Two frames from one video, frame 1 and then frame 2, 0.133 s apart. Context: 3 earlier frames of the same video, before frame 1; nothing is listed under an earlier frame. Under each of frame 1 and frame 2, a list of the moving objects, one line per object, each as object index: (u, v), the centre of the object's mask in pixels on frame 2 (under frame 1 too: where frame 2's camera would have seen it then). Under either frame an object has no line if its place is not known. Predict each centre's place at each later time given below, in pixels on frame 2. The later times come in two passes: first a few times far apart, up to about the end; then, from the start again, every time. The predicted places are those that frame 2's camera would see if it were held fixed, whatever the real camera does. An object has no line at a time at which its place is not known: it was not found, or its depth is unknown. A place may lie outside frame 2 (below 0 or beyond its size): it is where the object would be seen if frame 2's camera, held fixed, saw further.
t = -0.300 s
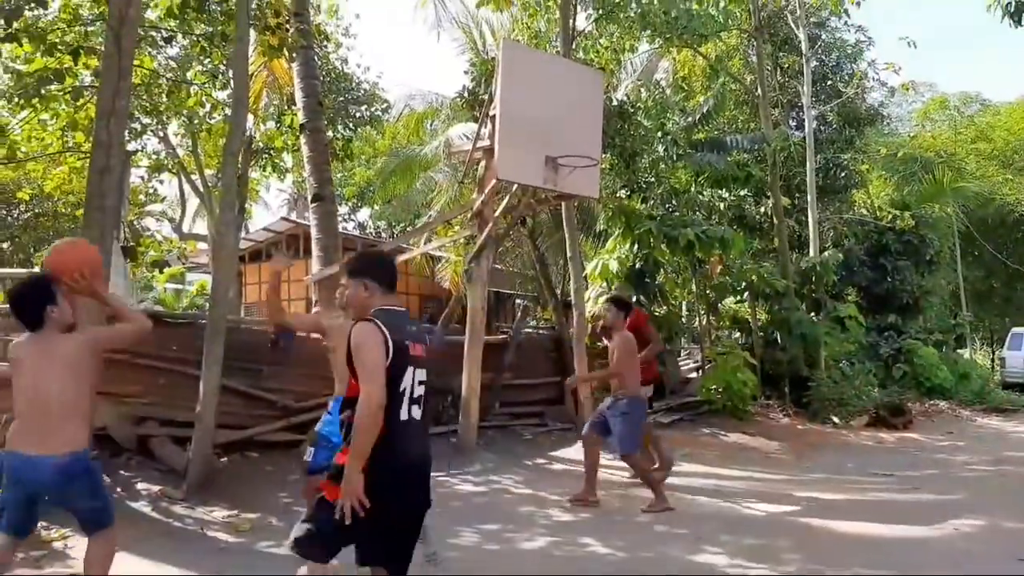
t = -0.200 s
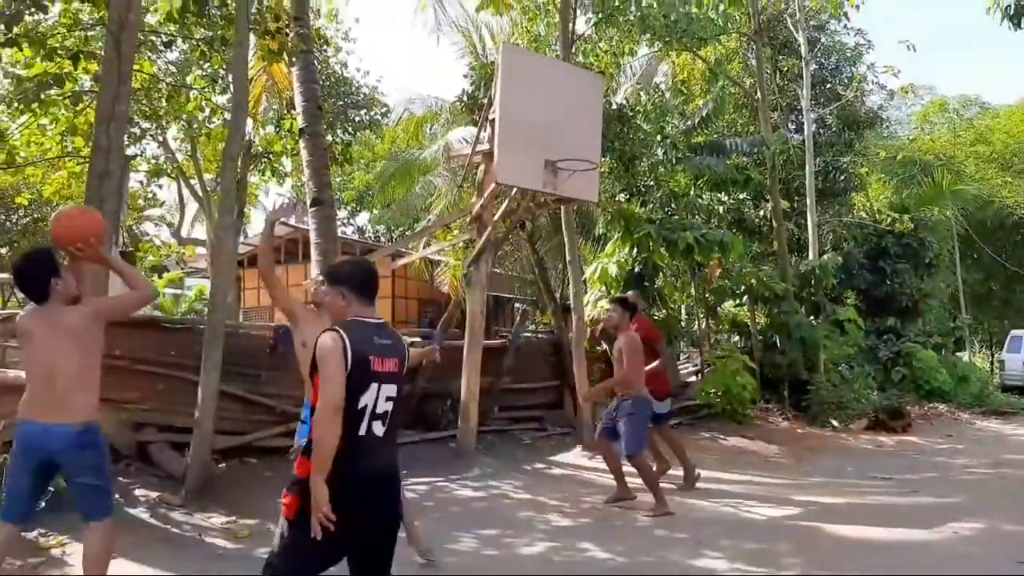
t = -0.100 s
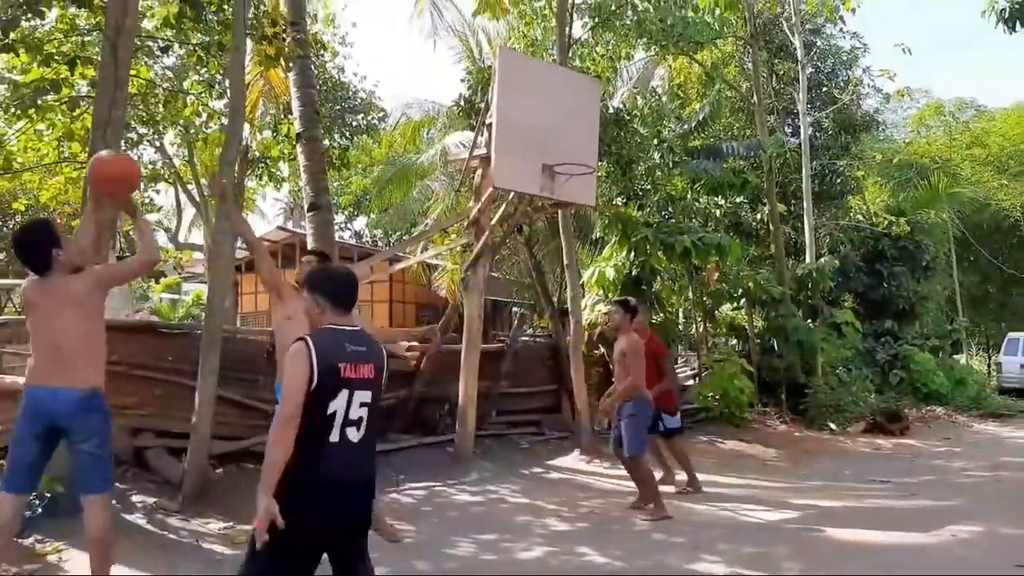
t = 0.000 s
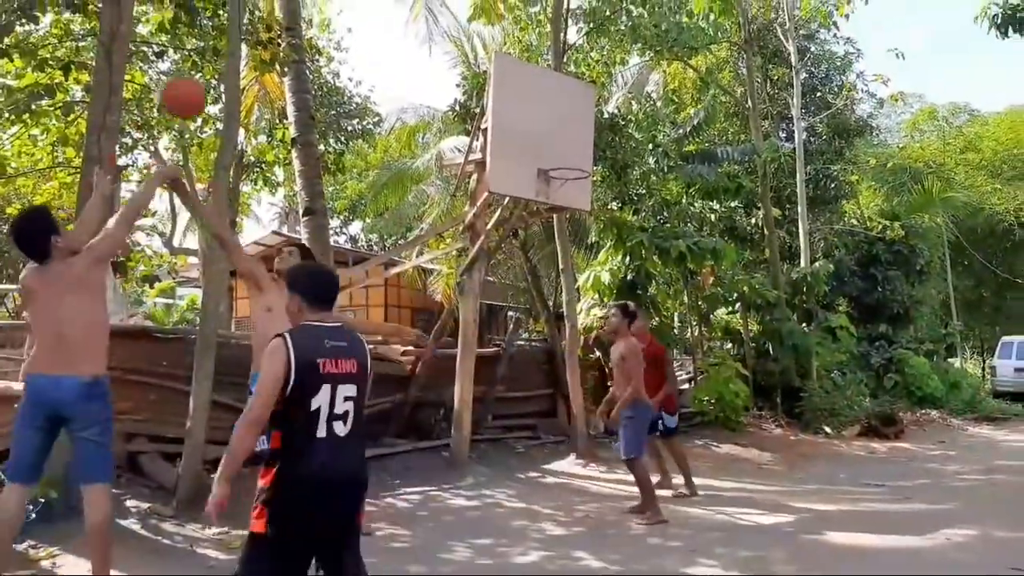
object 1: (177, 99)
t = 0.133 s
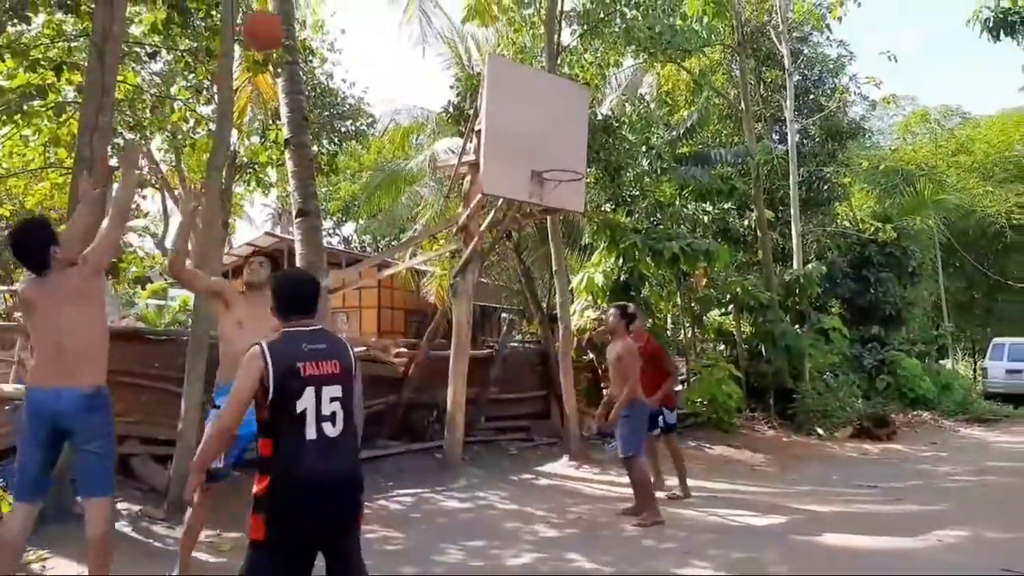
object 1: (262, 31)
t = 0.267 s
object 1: (334, 7)
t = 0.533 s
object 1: (444, 23)
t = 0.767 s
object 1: (517, 108)
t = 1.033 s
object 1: (560, 115)
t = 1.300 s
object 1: (586, 91)
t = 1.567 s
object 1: (614, 142)
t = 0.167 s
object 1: (282, 19)
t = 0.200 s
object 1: (300, 14)
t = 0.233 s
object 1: (317, 10)
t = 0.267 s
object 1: (334, 7)
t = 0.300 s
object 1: (350, 6)
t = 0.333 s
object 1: (365, 4)
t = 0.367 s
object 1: (379, 4)
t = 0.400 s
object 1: (393, 4)
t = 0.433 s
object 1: (406, 5)
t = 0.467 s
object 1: (419, 9)
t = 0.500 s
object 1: (432, 15)
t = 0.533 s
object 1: (444, 23)
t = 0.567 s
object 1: (454, 32)
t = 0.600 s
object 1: (466, 42)
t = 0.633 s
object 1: (477, 52)
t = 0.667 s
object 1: (487, 65)
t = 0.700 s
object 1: (497, 78)
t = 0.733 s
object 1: (507, 93)
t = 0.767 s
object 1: (517, 108)
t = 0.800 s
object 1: (526, 123)
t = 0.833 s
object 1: (534, 140)
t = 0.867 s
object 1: (543, 158)
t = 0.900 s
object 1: (547, 156)
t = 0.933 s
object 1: (551, 144)
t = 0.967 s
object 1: (554, 133)
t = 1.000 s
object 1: (557, 123)
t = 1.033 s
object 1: (560, 115)
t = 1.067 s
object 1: (564, 108)
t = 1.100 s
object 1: (567, 102)
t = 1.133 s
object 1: (570, 98)
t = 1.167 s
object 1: (573, 95)
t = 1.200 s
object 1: (577, 93)
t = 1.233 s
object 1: (580, 91)
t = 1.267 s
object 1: (583, 91)
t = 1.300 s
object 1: (586, 91)
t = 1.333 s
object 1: (589, 93)
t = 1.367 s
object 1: (592, 97)
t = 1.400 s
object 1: (596, 102)
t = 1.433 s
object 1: (600, 108)
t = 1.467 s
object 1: (603, 114)
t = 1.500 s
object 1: (608, 121)
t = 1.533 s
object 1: (610, 131)
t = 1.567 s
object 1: (614, 142)
